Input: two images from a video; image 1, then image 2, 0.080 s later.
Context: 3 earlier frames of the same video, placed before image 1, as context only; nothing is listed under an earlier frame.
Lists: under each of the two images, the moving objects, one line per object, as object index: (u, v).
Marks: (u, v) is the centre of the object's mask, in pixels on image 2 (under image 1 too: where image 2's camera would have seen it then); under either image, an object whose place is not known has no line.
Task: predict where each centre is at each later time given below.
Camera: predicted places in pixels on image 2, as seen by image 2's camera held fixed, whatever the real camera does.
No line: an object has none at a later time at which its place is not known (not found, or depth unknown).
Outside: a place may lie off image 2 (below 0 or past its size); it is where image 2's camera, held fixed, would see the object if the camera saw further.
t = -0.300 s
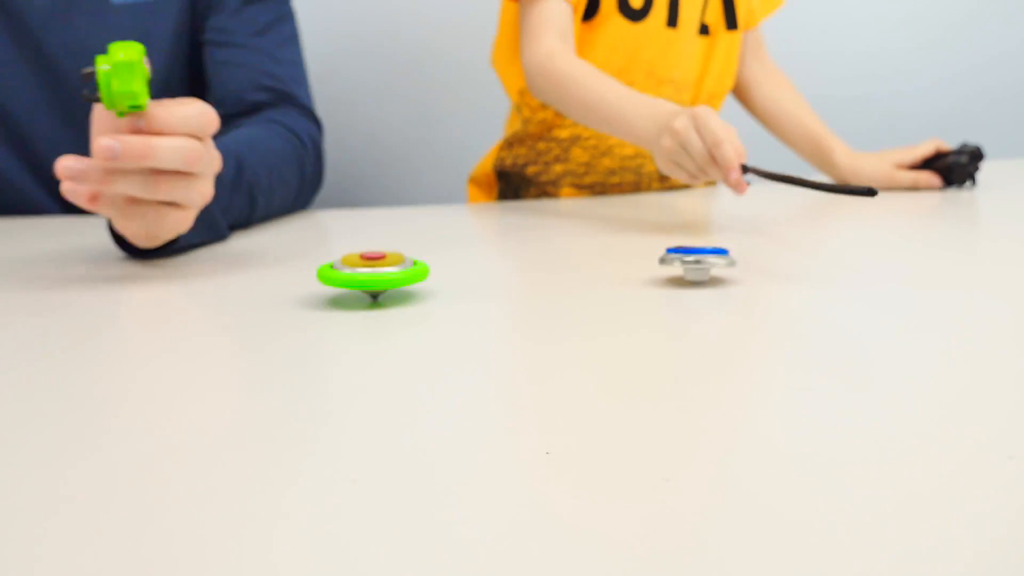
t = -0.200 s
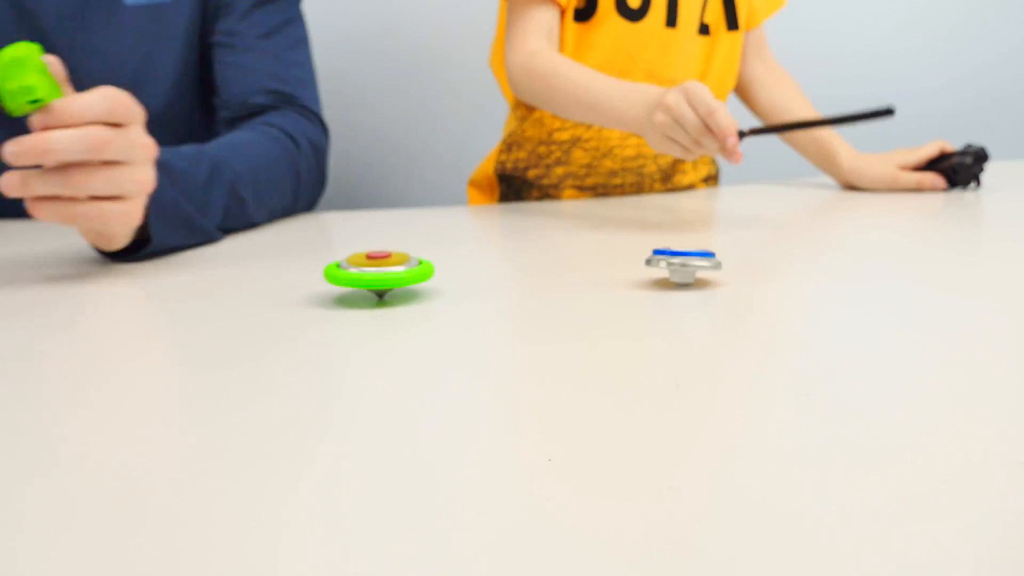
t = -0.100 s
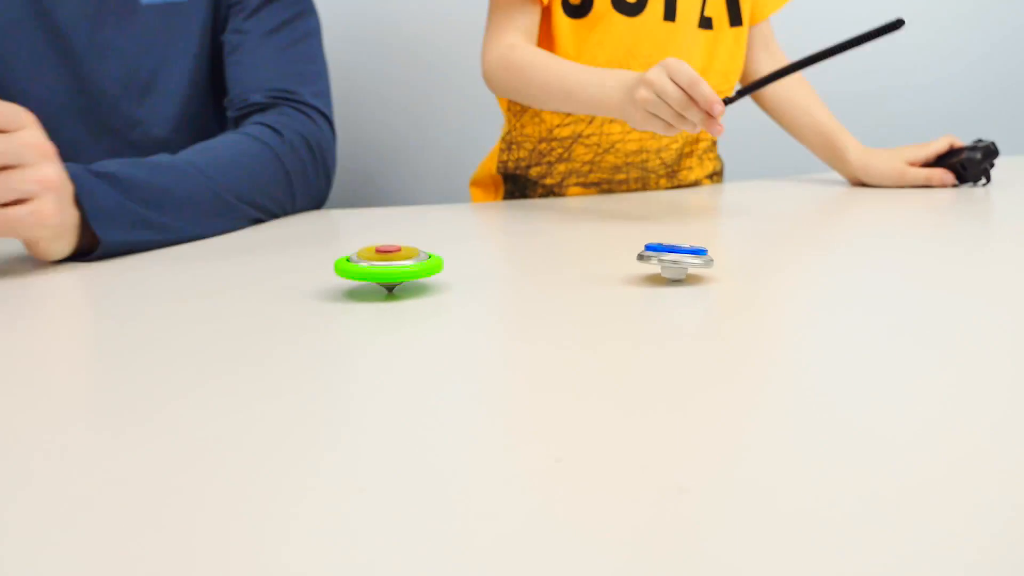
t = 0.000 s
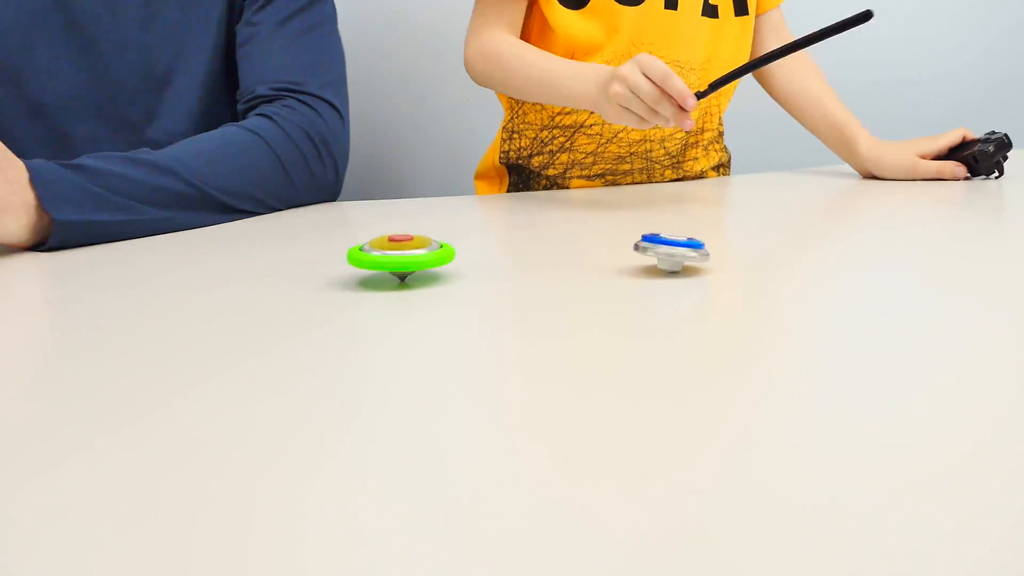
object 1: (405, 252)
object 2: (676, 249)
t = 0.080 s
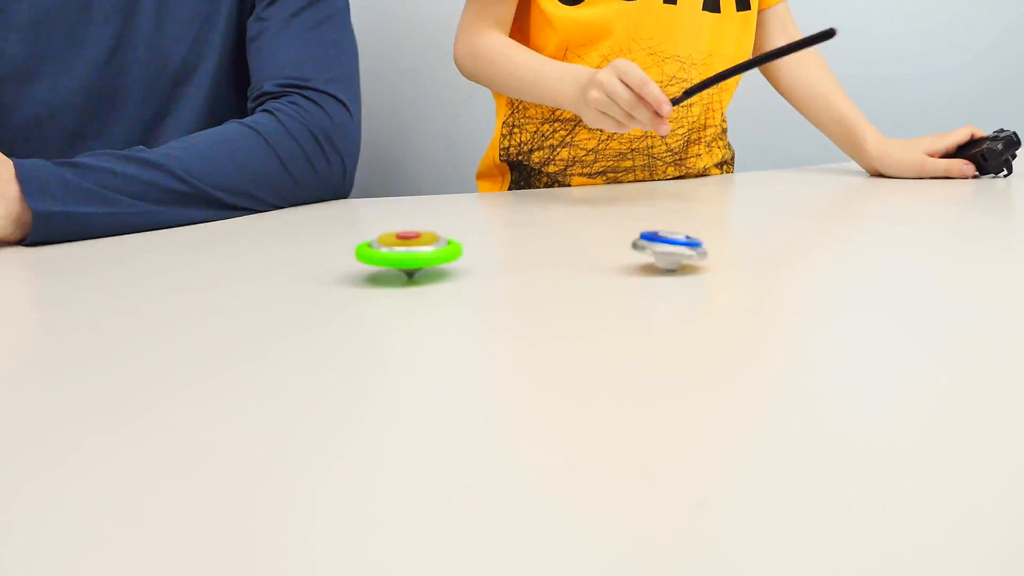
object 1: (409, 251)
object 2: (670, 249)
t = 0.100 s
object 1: (409, 251)
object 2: (668, 248)
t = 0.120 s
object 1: (411, 251)
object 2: (667, 249)
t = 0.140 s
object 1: (411, 251)
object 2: (666, 249)
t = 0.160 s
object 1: (412, 251)
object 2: (666, 250)
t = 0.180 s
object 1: (414, 252)
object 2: (665, 250)
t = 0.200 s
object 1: (415, 252)
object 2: (664, 250)
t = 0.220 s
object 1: (415, 252)
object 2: (664, 251)
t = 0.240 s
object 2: (664, 252)
